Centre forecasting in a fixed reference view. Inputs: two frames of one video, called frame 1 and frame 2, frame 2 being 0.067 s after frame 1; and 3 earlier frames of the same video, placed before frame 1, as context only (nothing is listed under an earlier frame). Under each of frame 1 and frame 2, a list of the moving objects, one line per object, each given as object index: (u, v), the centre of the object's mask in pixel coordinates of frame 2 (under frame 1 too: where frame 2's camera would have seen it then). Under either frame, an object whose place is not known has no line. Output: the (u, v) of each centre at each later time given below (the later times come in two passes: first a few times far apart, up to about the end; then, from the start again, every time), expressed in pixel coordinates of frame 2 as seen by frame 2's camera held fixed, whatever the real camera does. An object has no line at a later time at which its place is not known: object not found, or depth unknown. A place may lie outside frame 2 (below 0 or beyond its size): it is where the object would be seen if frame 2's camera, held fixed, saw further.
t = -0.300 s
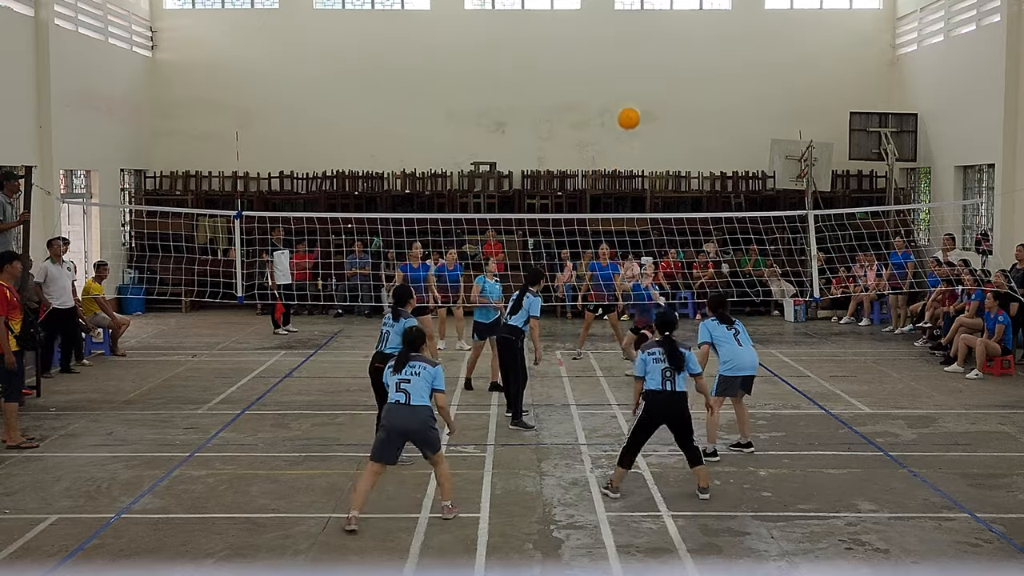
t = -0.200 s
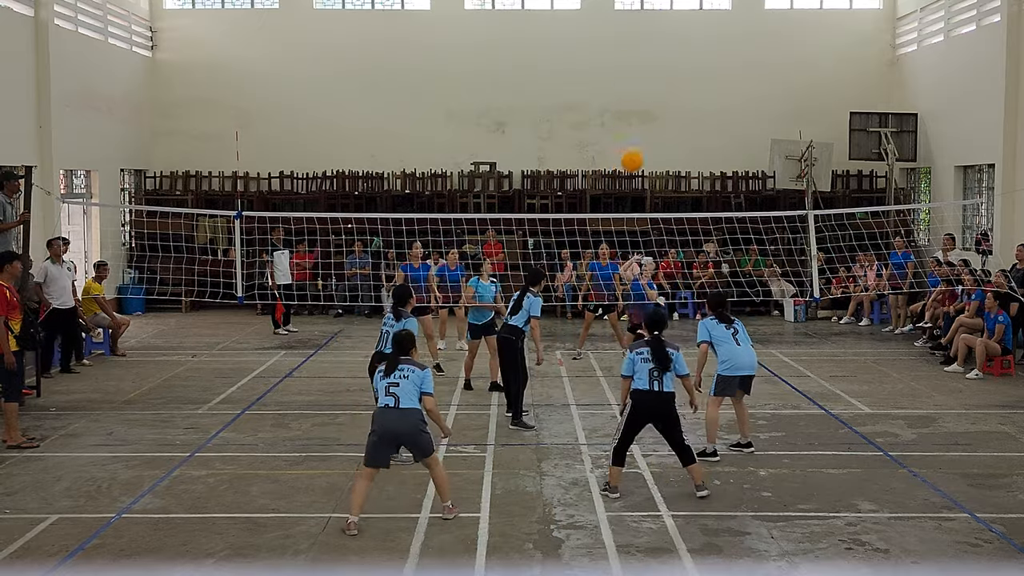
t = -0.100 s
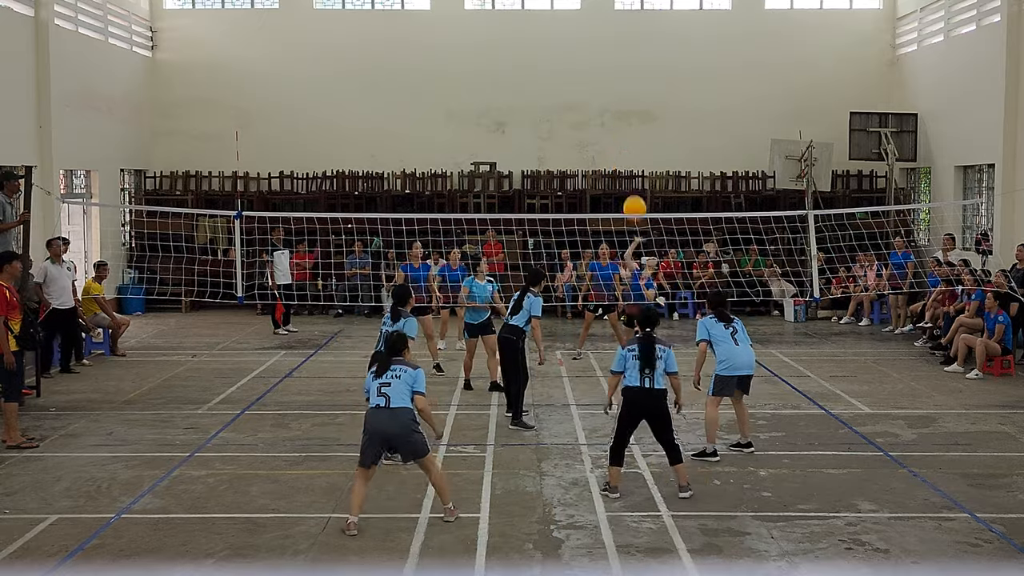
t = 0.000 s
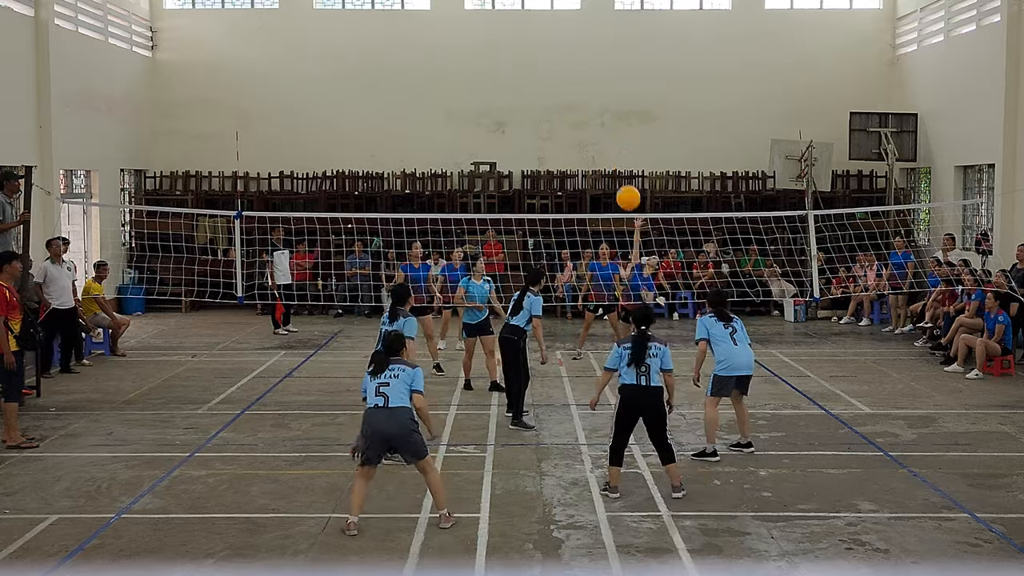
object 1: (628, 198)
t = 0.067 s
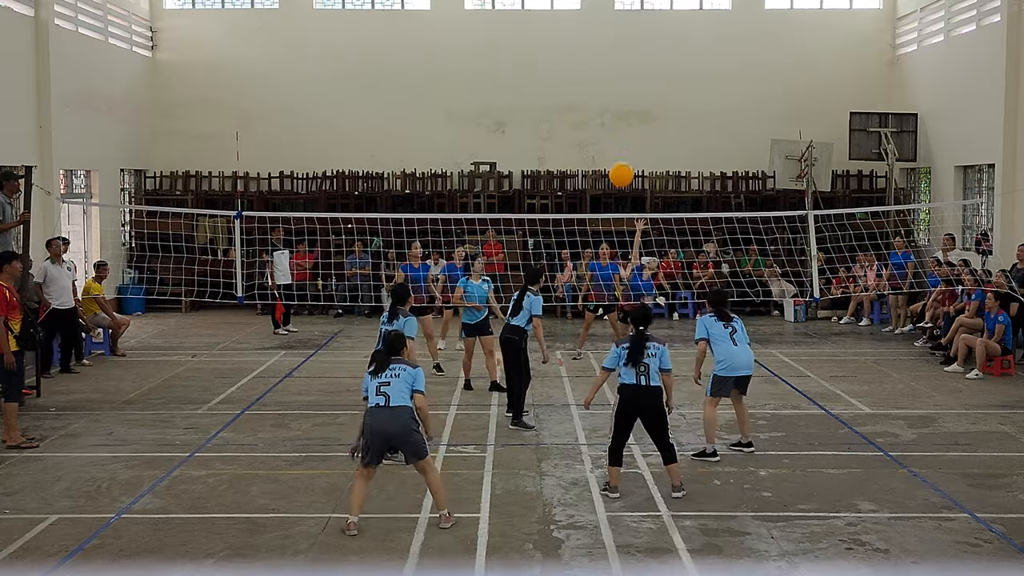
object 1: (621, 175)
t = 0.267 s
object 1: (597, 119)
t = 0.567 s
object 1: (547, 99)
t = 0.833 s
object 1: (489, 169)
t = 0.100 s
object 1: (617, 164)
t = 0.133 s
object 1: (614, 153)
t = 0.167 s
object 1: (610, 143)
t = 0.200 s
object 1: (606, 134)
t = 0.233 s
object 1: (601, 127)
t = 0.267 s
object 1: (597, 119)
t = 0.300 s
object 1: (592, 113)
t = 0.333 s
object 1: (587, 107)
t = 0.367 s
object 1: (582, 103)
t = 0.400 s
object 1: (577, 100)
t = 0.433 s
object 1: (571, 97)
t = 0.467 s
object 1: (566, 96)
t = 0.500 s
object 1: (560, 96)
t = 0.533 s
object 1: (553, 97)
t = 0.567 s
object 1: (547, 99)
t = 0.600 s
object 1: (540, 103)
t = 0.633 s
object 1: (533, 108)
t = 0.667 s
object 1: (527, 115)
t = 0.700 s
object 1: (520, 122)
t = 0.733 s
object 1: (513, 132)
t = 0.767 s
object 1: (505, 142)
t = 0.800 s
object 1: (497, 155)
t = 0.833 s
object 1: (489, 169)
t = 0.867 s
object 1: (481, 185)
